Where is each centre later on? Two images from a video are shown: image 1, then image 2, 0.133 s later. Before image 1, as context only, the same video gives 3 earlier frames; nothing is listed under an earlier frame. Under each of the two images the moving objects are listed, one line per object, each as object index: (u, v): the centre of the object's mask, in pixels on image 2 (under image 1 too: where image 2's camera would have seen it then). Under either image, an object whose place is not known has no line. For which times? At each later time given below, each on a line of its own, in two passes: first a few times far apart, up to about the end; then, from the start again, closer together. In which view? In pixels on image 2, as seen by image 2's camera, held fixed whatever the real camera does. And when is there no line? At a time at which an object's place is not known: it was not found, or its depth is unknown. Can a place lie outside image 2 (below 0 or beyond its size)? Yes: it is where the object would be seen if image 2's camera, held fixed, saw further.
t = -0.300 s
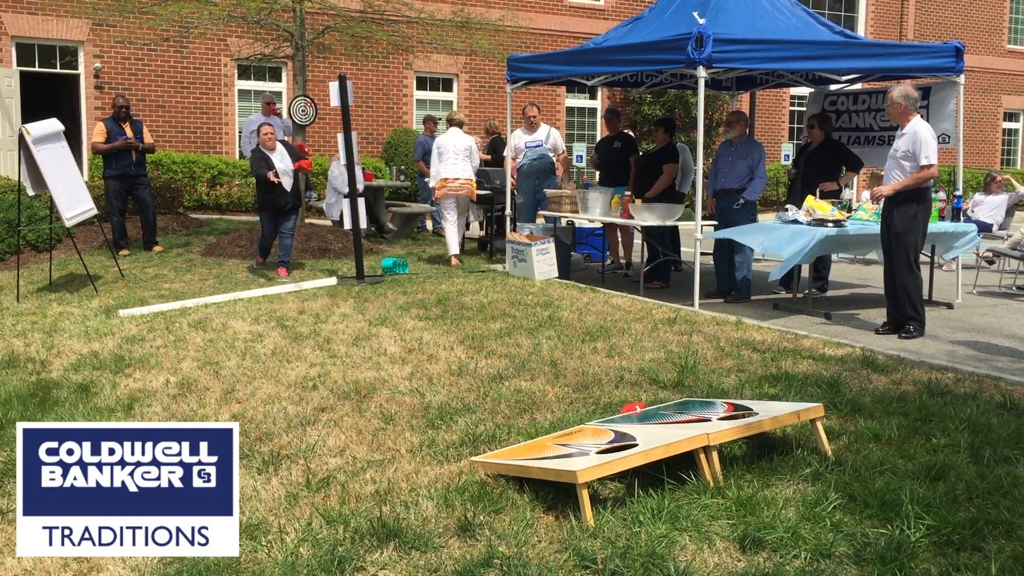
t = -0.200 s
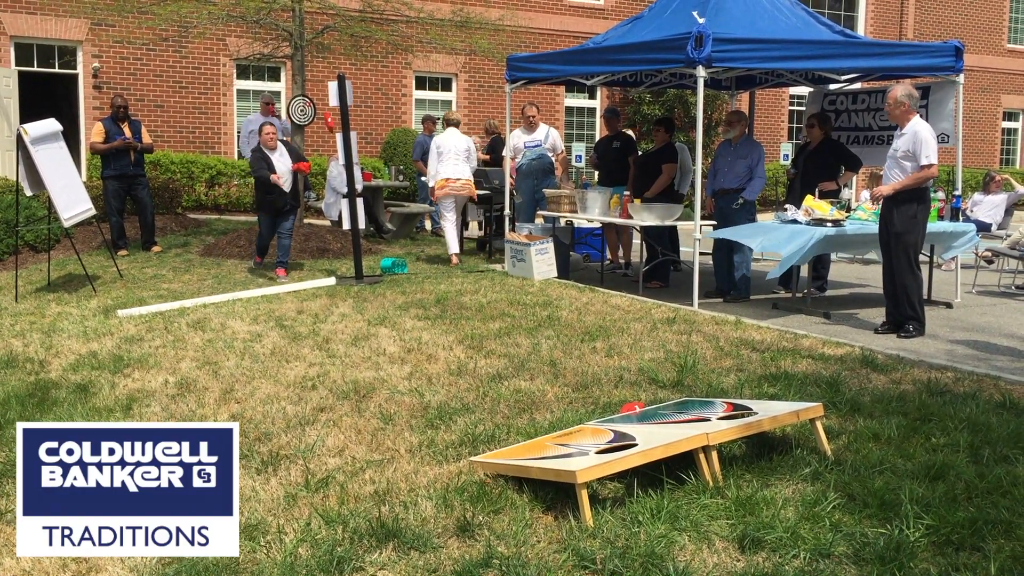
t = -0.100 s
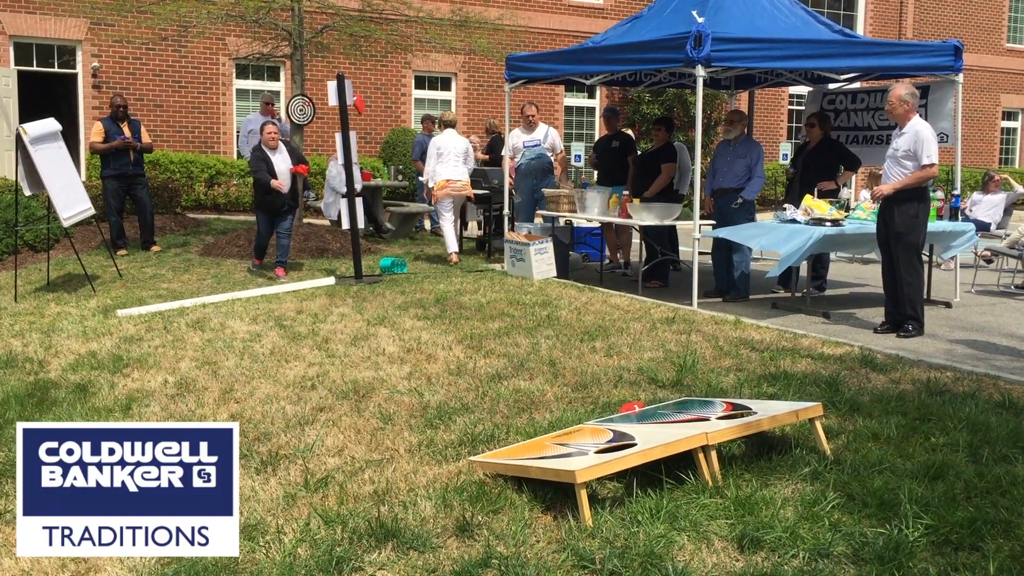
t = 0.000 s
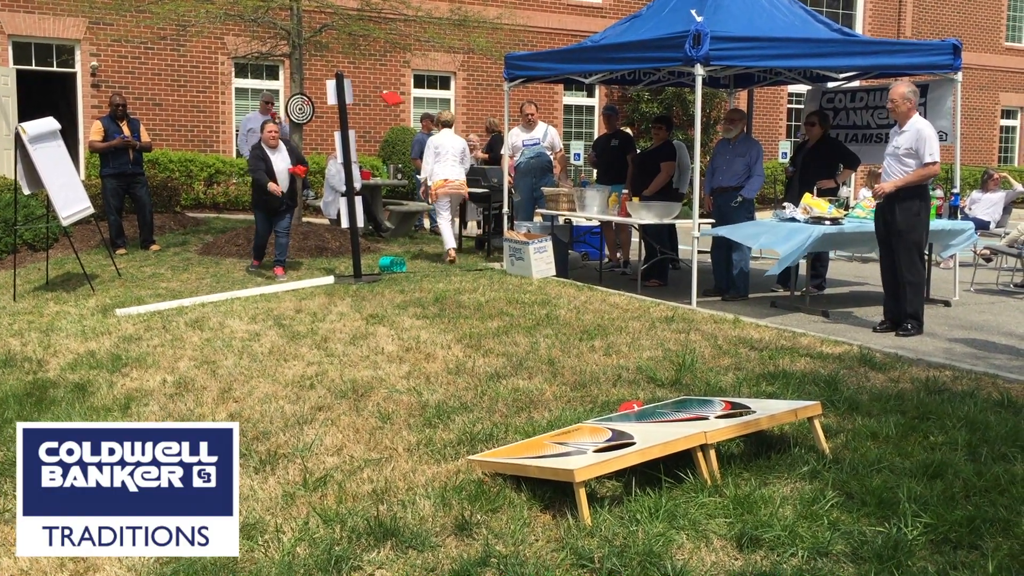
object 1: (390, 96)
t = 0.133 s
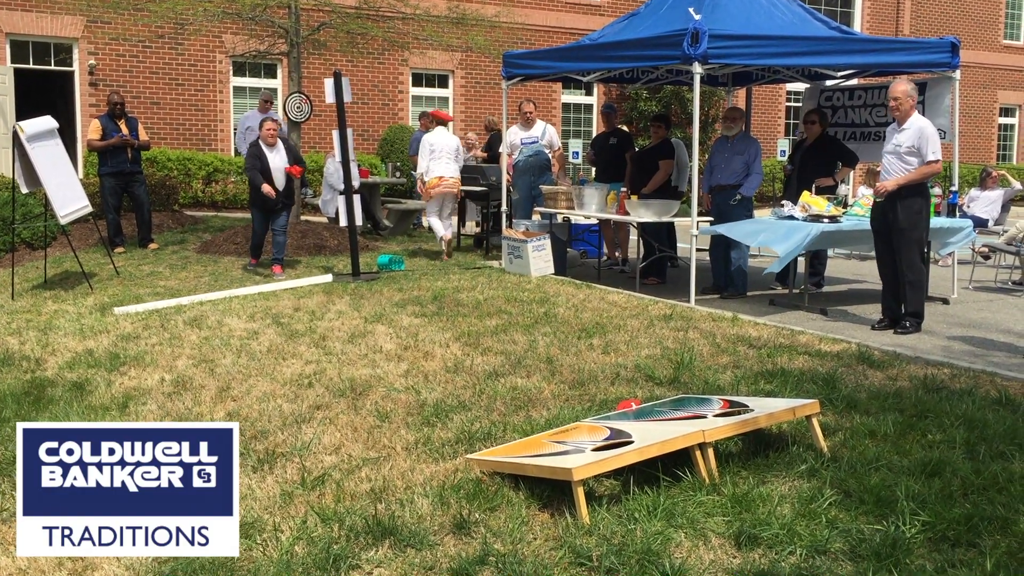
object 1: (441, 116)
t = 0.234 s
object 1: (487, 155)
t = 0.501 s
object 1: (660, 413)
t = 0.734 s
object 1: (745, 433)
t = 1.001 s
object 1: (835, 542)
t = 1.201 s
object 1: (840, 548)
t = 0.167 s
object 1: (456, 126)
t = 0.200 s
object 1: (471, 139)
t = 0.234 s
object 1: (487, 155)
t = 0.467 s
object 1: (636, 368)
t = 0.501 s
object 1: (660, 413)
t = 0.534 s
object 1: (674, 414)
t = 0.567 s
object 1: (687, 415)
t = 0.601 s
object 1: (698, 417)
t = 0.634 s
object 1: (709, 418)
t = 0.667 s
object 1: (721, 420)
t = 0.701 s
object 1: (733, 425)
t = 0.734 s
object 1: (745, 433)
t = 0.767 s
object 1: (758, 445)
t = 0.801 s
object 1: (771, 459)
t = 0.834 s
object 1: (784, 477)
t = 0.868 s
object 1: (799, 499)
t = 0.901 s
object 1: (815, 523)
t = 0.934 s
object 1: (825, 547)
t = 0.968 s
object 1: (831, 544)
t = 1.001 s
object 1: (835, 542)
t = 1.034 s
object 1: (838, 542)
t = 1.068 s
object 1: (841, 543)
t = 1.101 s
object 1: (842, 546)
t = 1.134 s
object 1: (841, 546)
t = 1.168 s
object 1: (840, 548)
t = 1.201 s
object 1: (840, 548)
